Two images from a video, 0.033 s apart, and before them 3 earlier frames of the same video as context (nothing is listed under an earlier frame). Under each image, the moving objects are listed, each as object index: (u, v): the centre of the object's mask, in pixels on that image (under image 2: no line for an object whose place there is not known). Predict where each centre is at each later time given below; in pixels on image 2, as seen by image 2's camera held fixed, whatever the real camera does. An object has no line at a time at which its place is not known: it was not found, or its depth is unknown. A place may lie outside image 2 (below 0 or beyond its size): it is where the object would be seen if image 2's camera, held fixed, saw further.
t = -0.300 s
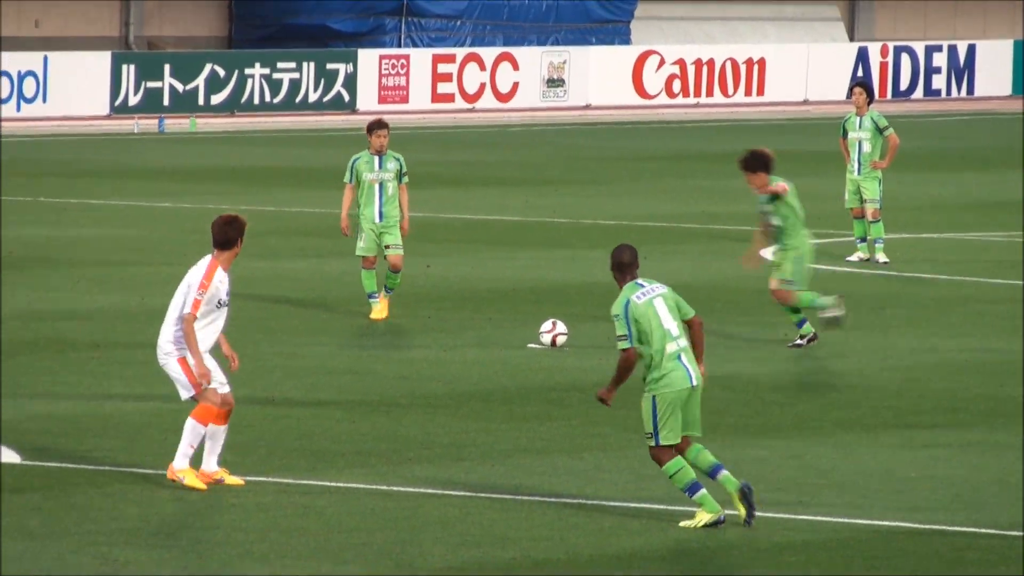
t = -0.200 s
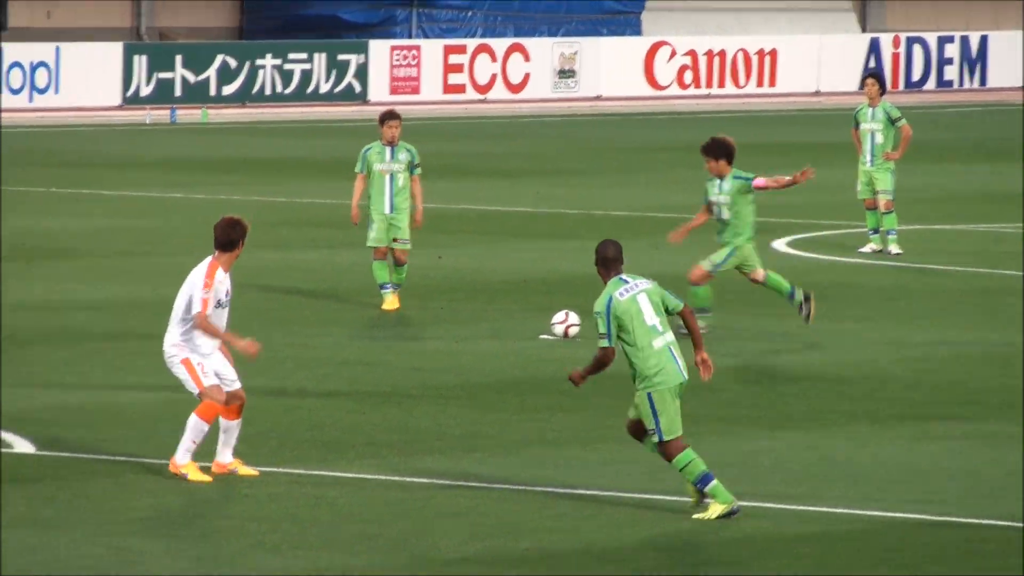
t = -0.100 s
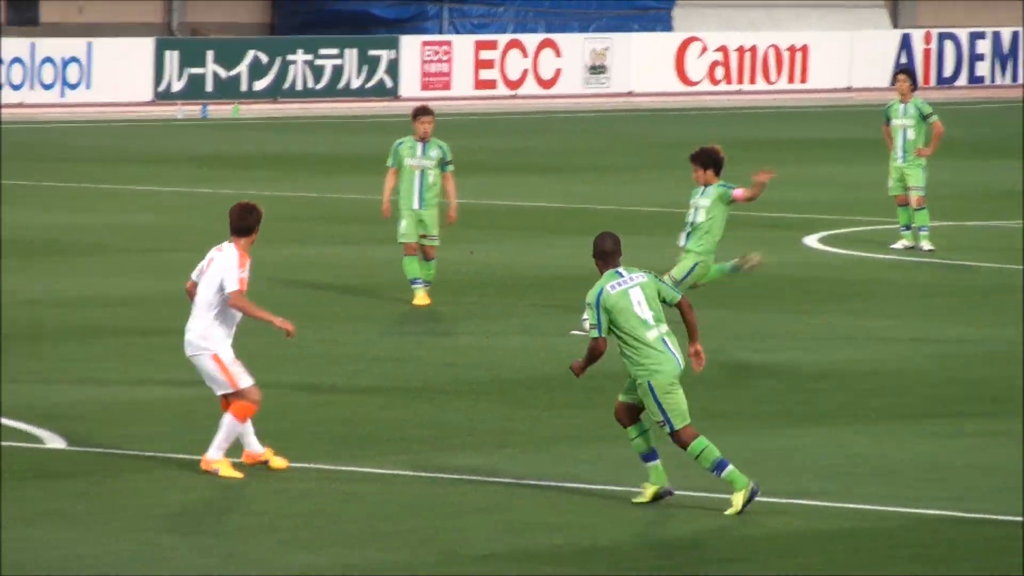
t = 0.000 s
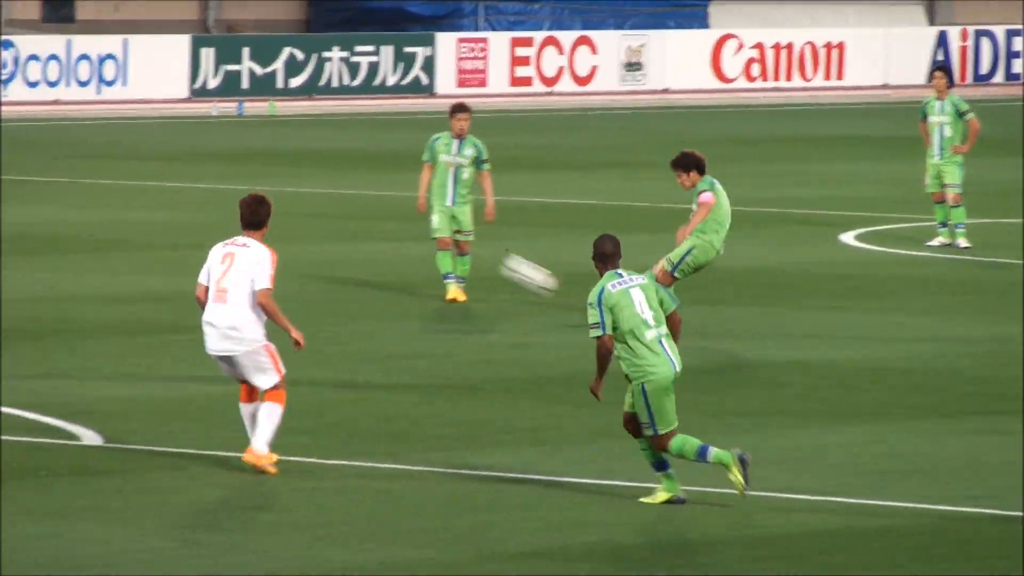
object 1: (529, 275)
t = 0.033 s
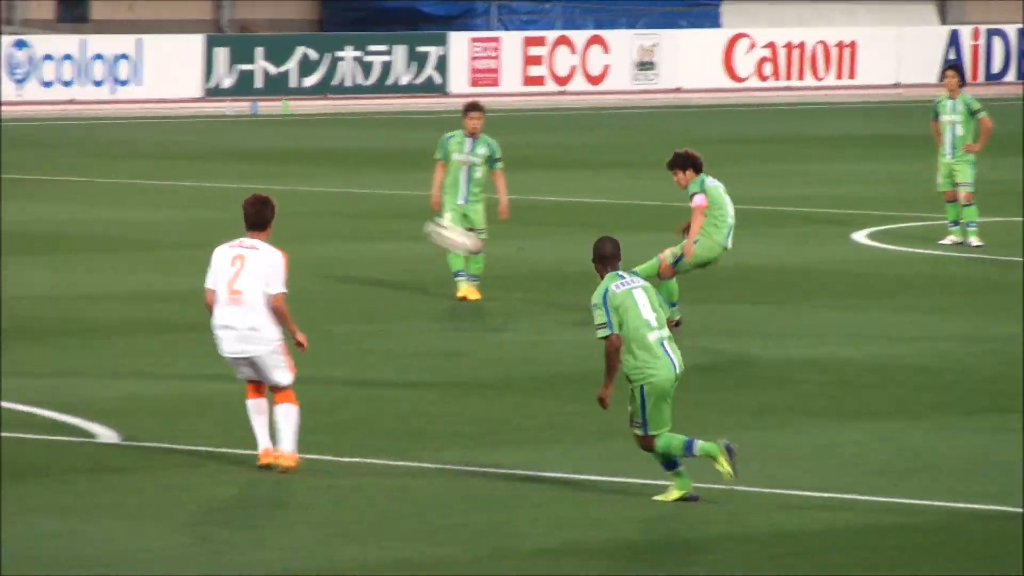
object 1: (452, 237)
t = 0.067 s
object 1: (365, 203)
